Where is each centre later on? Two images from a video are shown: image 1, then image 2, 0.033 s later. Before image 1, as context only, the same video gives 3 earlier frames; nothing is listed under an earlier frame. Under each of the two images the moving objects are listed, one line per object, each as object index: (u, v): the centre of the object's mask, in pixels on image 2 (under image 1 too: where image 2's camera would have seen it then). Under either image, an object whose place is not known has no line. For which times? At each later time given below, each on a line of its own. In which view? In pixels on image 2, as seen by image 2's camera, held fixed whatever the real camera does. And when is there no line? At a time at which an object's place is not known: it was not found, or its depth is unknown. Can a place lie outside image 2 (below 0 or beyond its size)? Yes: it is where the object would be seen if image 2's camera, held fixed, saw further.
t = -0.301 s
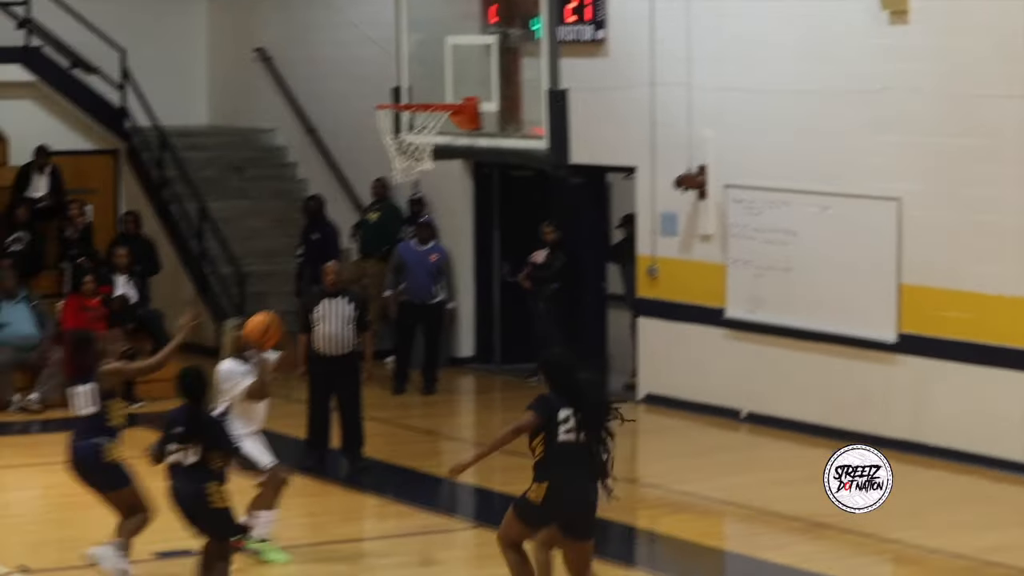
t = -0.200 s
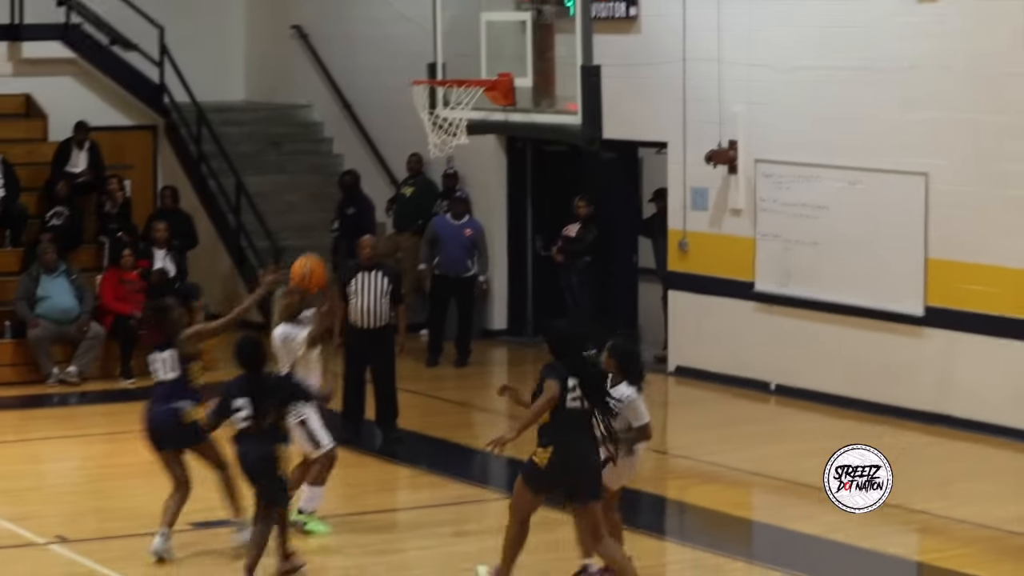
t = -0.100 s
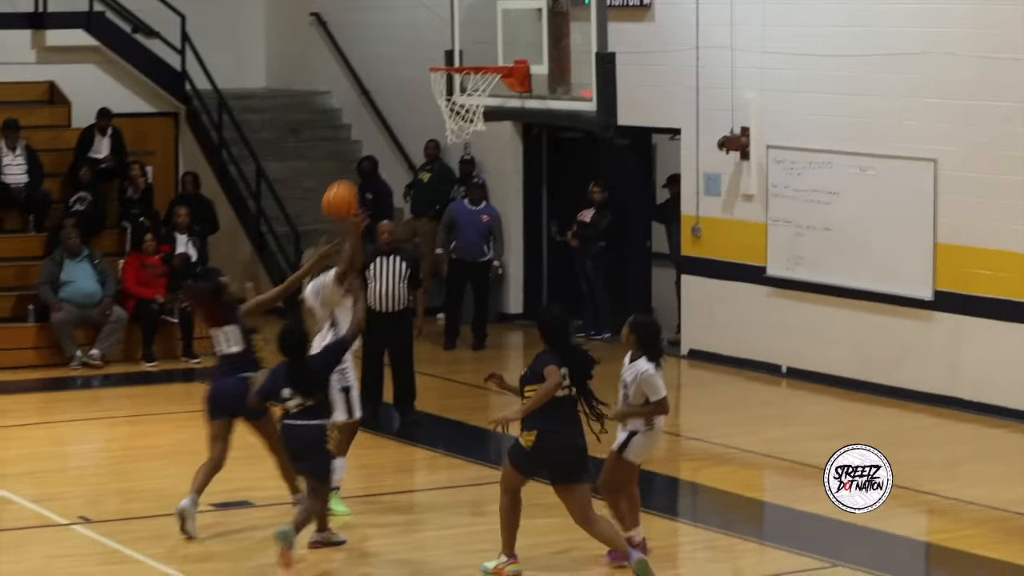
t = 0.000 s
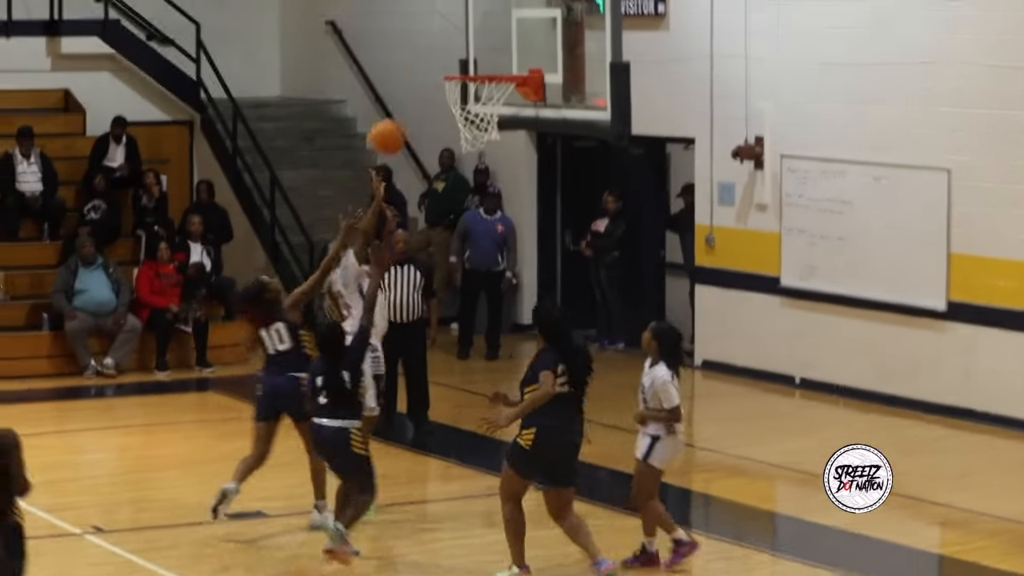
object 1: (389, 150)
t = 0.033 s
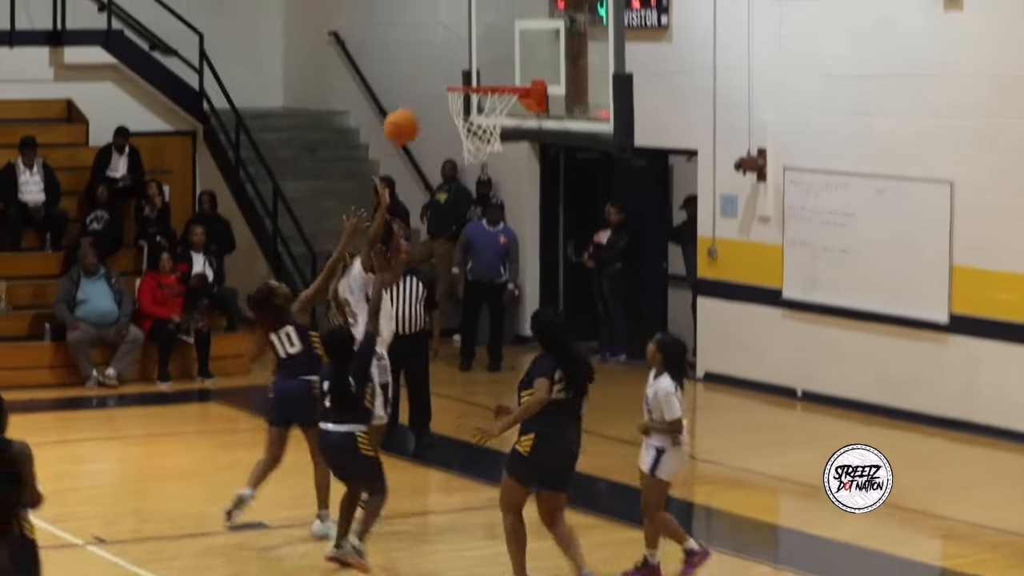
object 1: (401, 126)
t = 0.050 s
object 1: (406, 117)
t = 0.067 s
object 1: (413, 106)
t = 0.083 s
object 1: (418, 98)
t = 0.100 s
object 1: (424, 88)
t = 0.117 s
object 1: (430, 79)
